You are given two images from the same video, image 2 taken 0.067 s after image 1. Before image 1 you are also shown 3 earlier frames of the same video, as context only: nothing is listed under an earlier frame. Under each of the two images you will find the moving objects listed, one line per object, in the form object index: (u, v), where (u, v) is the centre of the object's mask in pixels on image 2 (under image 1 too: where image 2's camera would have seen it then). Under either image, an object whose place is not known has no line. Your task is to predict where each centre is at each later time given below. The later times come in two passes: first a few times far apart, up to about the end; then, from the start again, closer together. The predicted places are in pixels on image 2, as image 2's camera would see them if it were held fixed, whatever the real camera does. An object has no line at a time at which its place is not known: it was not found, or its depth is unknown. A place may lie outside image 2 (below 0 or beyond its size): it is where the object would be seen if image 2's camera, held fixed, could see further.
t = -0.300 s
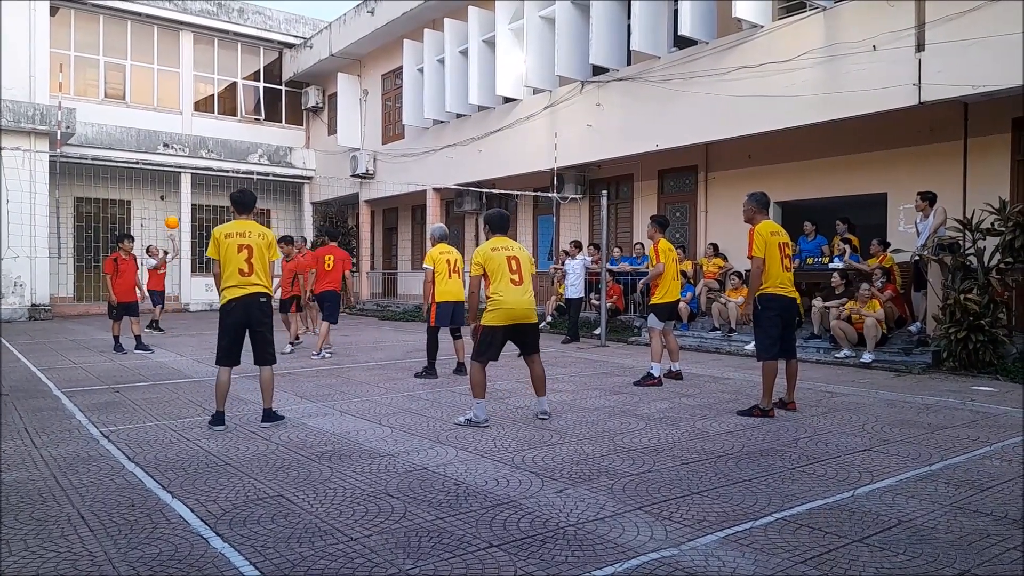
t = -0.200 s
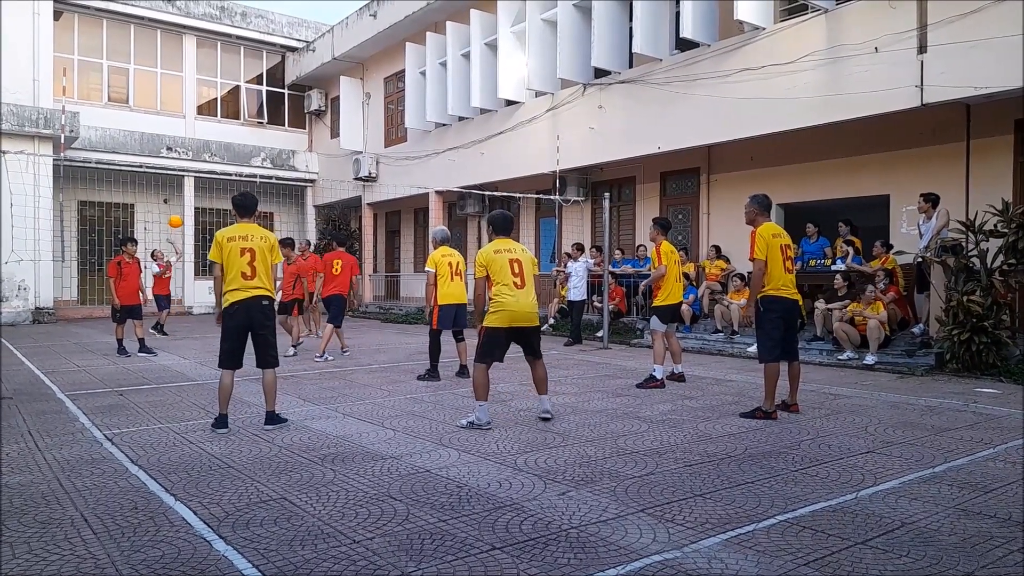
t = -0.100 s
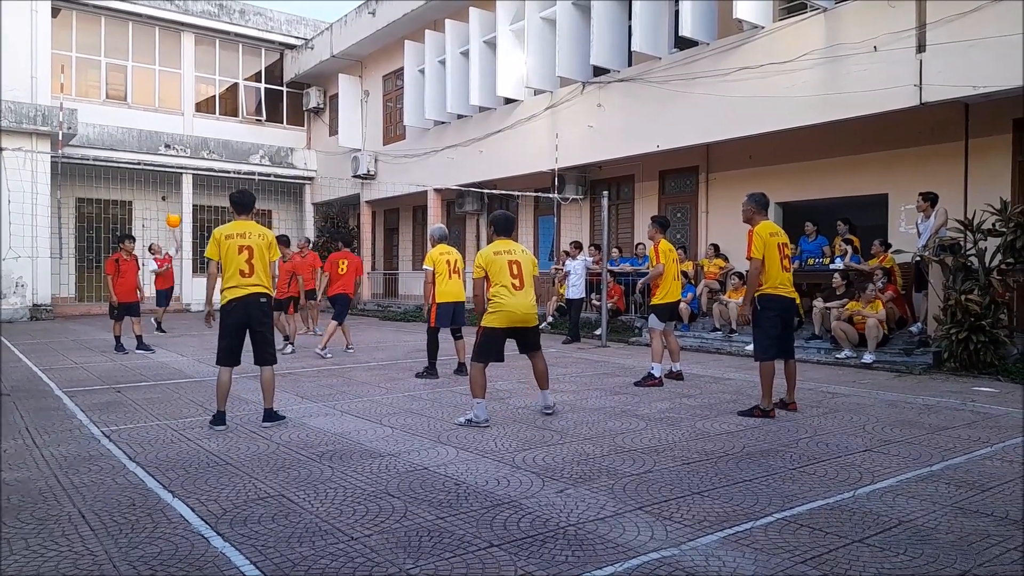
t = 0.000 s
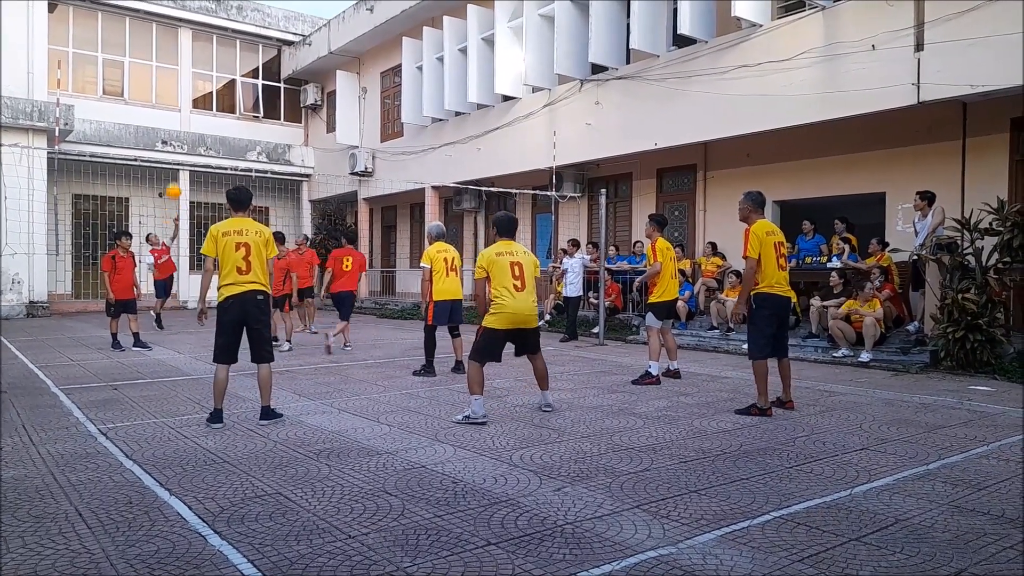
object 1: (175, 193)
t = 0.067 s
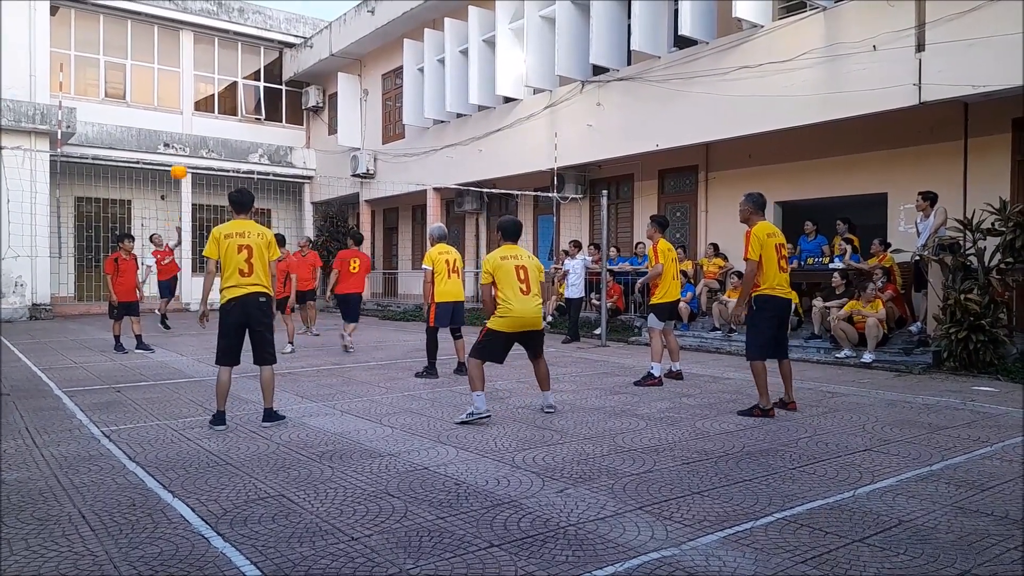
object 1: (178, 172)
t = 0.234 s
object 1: (193, 121)
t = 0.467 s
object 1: (229, 73)
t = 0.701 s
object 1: (291, 79)
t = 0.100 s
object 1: (181, 161)
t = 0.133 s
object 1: (184, 151)
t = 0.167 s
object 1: (186, 141)
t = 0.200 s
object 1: (189, 131)
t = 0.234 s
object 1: (193, 121)
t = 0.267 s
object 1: (197, 111)
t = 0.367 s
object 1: (211, 89)
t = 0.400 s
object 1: (217, 83)
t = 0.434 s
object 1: (223, 77)
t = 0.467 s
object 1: (229, 73)
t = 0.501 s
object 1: (236, 69)
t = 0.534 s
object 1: (245, 68)
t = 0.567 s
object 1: (252, 68)
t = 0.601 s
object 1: (261, 68)
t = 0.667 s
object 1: (280, 74)
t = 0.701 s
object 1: (291, 79)
